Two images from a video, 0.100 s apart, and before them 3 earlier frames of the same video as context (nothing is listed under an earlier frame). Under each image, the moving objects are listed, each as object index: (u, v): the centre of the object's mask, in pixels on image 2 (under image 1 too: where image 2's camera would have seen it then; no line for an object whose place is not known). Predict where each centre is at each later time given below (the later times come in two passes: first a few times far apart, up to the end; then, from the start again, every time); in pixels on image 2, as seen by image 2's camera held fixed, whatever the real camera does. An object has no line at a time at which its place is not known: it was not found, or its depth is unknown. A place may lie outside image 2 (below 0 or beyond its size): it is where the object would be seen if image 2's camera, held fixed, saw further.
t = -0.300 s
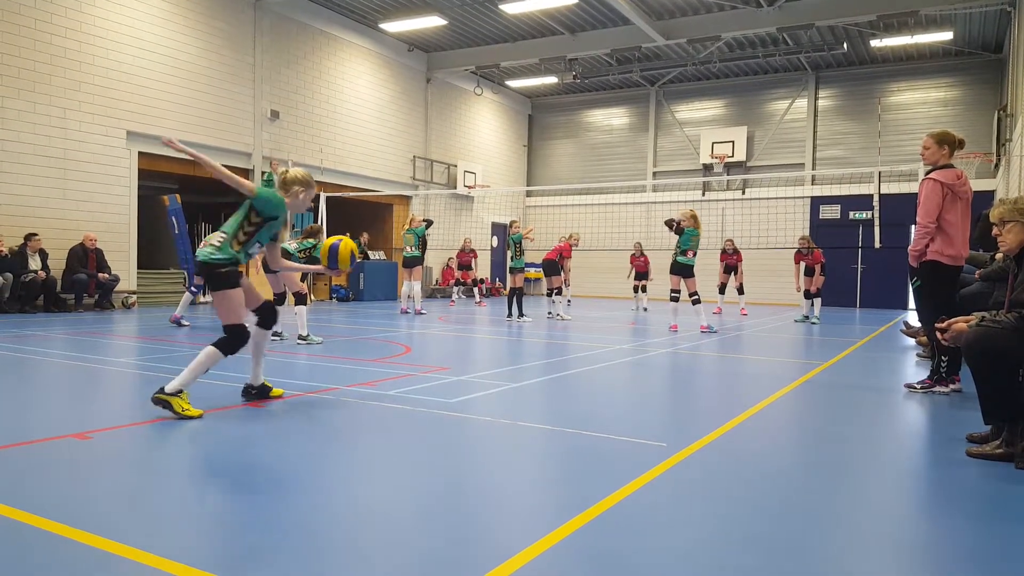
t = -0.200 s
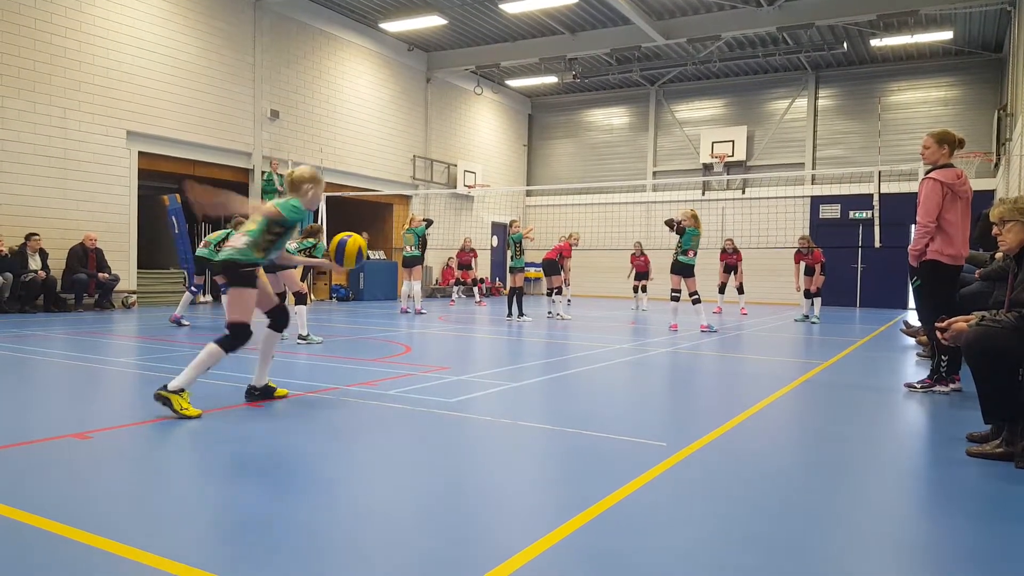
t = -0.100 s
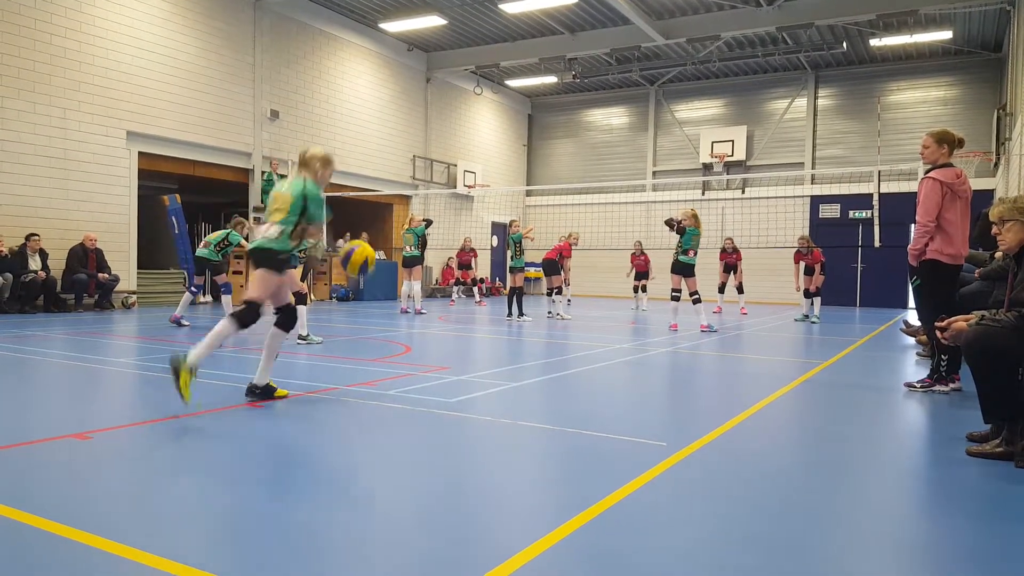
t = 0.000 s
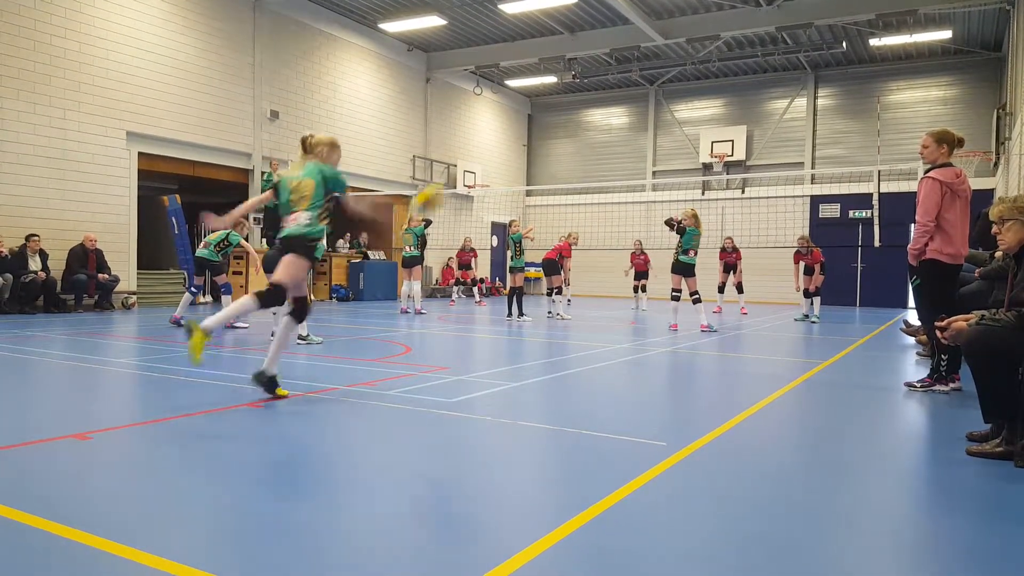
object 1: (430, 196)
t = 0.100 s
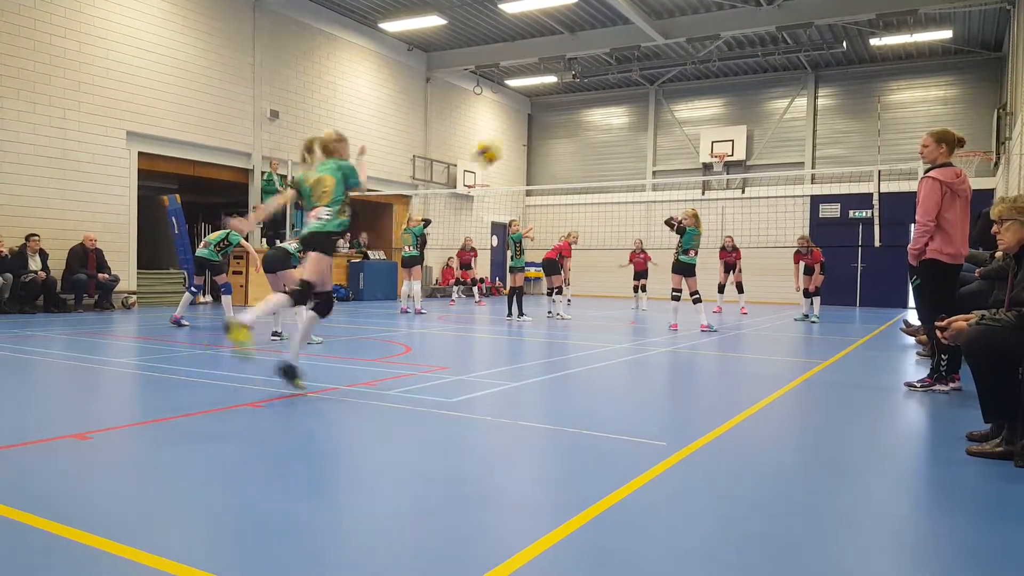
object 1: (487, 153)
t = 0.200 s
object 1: (533, 128)
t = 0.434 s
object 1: (599, 130)
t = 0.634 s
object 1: (635, 165)
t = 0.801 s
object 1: (655, 203)
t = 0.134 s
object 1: (504, 144)
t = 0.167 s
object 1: (518, 134)
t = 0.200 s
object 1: (533, 128)
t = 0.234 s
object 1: (543, 125)
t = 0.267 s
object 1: (555, 122)
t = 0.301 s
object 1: (566, 122)
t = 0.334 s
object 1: (574, 122)
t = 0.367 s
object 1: (583, 125)
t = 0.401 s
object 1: (591, 127)
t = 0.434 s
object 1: (599, 130)
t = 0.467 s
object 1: (606, 135)
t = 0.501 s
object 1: (613, 139)
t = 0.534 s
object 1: (620, 145)
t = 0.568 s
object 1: (624, 150)
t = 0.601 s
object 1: (629, 157)
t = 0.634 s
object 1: (635, 165)
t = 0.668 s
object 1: (639, 172)
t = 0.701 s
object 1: (646, 177)
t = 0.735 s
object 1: (649, 187)
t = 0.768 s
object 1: (651, 193)
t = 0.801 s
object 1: (655, 203)
